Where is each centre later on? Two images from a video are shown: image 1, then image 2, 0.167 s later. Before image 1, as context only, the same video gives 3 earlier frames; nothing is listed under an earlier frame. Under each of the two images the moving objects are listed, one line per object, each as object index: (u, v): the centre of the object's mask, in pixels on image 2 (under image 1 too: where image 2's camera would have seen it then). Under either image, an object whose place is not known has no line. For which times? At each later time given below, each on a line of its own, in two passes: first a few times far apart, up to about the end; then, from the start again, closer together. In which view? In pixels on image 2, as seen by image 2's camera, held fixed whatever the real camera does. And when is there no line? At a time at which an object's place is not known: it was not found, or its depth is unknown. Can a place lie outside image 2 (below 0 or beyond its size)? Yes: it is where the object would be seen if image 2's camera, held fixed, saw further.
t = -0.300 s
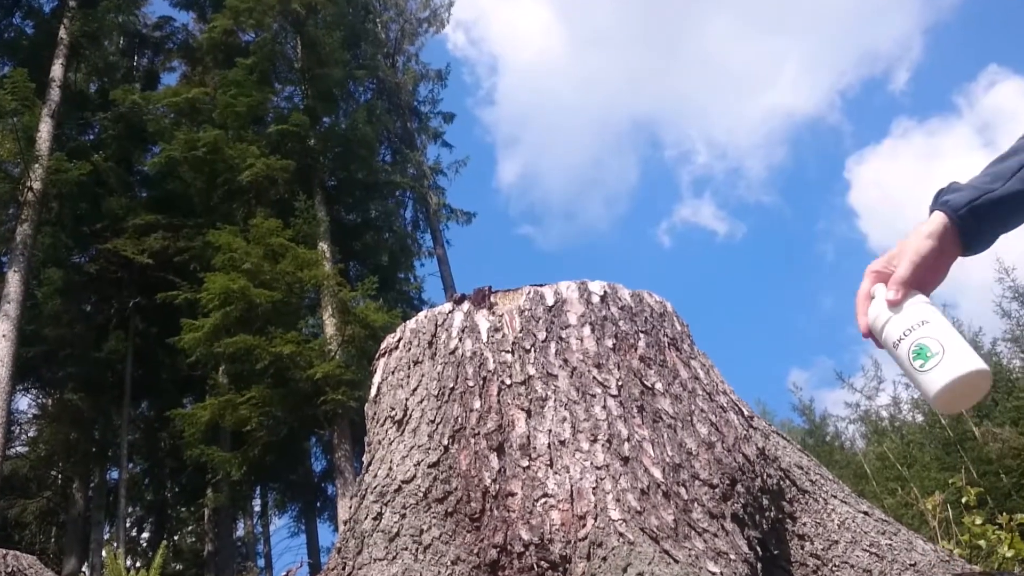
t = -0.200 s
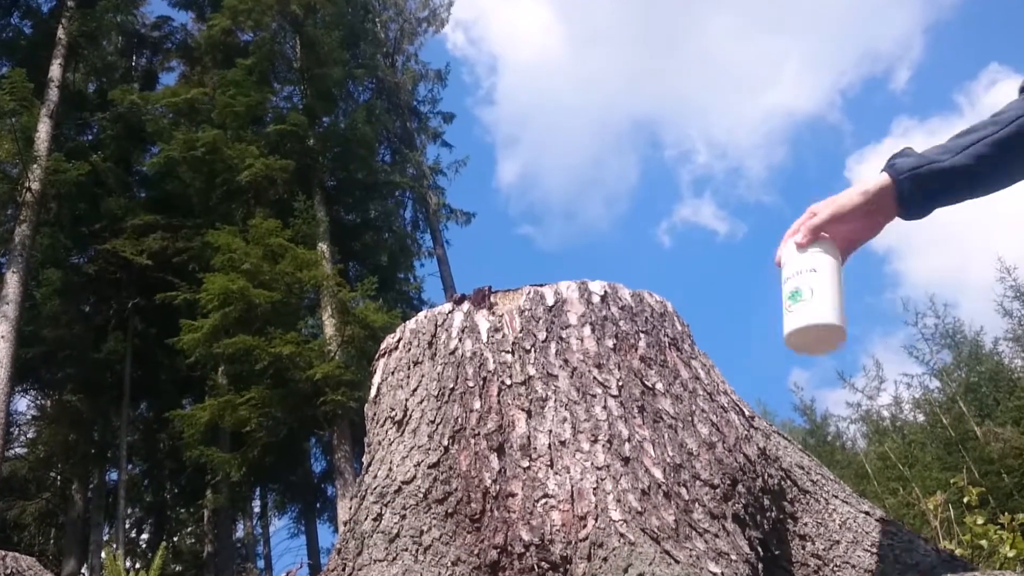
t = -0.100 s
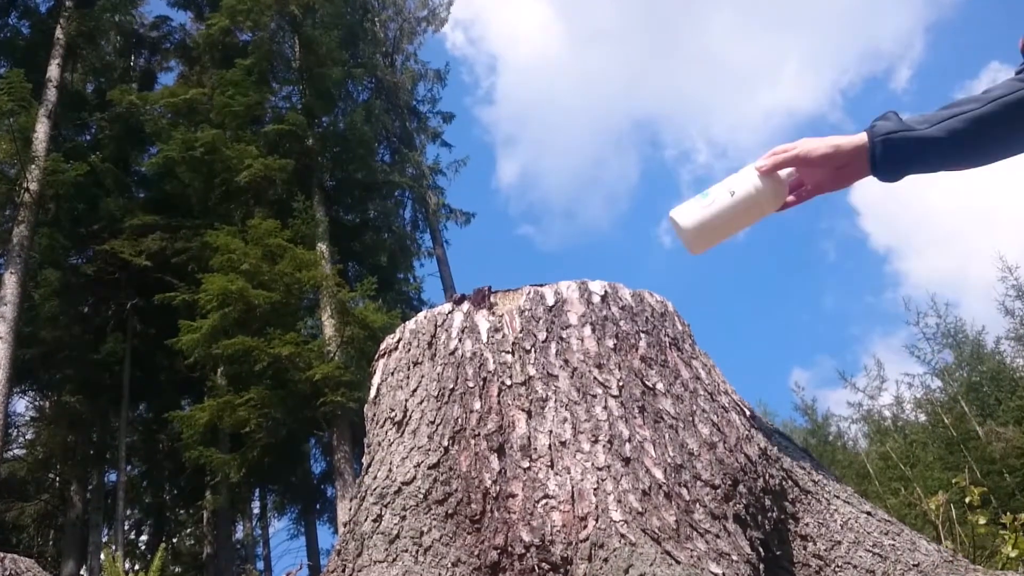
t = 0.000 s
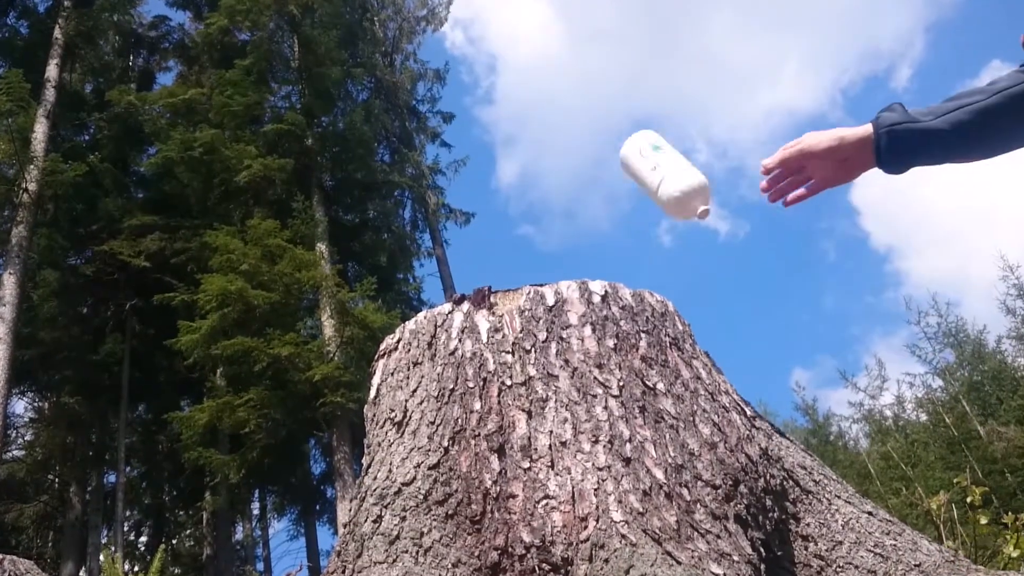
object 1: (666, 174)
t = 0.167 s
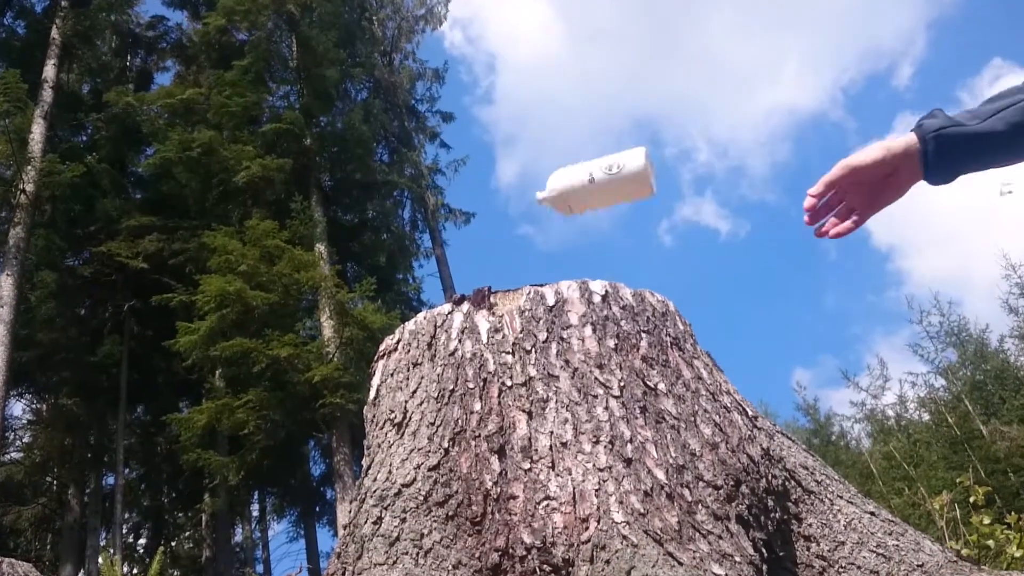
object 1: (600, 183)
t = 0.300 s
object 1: (595, 246)
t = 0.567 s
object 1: (607, 251)
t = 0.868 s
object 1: (602, 249)
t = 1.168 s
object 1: (602, 251)
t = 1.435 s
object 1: (602, 251)
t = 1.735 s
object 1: (602, 251)
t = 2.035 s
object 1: (602, 251)
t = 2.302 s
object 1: (602, 251)
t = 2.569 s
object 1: (602, 252)
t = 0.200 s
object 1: (598, 196)
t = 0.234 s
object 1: (598, 216)
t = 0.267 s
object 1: (598, 243)
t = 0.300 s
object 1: (595, 246)
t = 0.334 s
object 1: (594, 249)
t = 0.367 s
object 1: (592, 250)
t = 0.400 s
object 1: (592, 251)
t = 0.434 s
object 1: (593, 251)
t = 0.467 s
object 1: (595, 252)
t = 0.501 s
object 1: (601, 252)
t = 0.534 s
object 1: (605, 252)
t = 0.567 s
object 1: (607, 251)
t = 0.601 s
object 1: (607, 250)
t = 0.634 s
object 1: (604, 249)
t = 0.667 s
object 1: (601, 250)
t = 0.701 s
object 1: (600, 250)
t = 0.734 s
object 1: (602, 251)
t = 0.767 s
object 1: (605, 250)
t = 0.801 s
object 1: (605, 249)
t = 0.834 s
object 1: (603, 249)
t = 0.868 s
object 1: (602, 249)
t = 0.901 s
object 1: (603, 250)
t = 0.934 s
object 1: (604, 251)
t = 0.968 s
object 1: (603, 251)
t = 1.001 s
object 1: (602, 250)
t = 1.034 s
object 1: (602, 250)
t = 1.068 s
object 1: (603, 250)
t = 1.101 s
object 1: (603, 250)
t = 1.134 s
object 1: (602, 251)
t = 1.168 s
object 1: (602, 251)
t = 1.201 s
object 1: (603, 251)
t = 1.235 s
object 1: (603, 250)
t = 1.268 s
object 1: (603, 251)
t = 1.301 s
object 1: (602, 251)
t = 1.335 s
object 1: (602, 251)
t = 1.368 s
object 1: (602, 251)
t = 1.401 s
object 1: (602, 251)
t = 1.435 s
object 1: (602, 251)
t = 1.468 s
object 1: (602, 251)
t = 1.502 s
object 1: (602, 251)
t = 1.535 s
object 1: (602, 251)
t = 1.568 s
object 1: (602, 251)
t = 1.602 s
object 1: (602, 251)
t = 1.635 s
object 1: (602, 251)
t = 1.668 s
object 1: (602, 251)
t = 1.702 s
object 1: (602, 251)
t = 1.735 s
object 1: (602, 251)
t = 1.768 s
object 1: (602, 251)
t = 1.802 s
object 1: (602, 251)
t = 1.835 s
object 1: (602, 251)
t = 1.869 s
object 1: (602, 251)
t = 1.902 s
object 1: (602, 251)
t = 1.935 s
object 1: (602, 251)
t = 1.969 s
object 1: (602, 251)
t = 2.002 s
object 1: (602, 251)
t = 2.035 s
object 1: (602, 251)
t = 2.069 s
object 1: (602, 251)
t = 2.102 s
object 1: (602, 251)
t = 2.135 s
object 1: (602, 251)
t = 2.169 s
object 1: (602, 251)
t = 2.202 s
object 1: (602, 251)
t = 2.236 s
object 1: (602, 251)
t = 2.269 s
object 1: (602, 251)
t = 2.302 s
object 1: (602, 251)
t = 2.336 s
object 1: (602, 251)
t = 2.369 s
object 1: (602, 250)
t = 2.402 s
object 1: (602, 250)
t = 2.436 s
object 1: (602, 251)
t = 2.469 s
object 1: (602, 251)
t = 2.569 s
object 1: (602, 252)
